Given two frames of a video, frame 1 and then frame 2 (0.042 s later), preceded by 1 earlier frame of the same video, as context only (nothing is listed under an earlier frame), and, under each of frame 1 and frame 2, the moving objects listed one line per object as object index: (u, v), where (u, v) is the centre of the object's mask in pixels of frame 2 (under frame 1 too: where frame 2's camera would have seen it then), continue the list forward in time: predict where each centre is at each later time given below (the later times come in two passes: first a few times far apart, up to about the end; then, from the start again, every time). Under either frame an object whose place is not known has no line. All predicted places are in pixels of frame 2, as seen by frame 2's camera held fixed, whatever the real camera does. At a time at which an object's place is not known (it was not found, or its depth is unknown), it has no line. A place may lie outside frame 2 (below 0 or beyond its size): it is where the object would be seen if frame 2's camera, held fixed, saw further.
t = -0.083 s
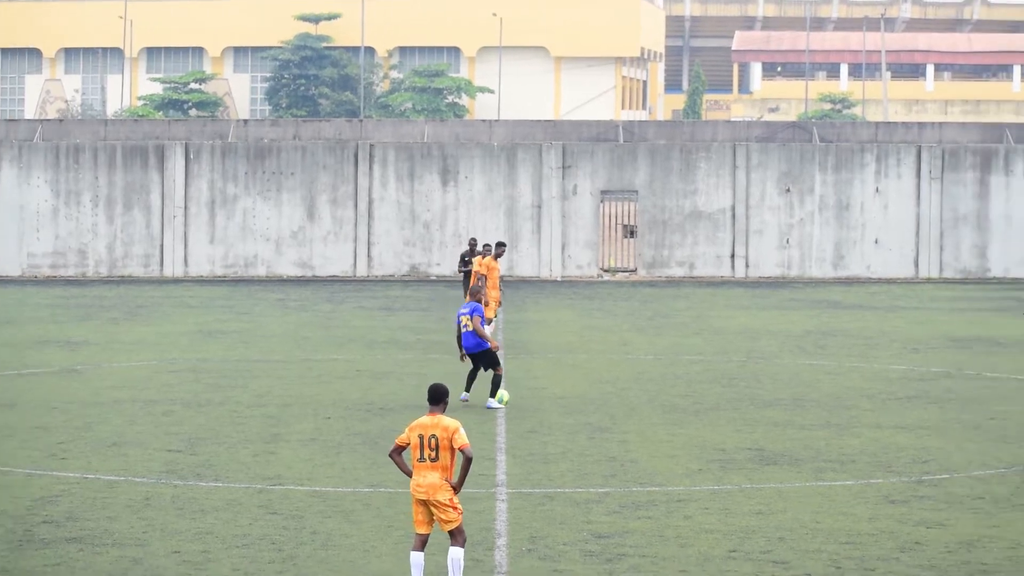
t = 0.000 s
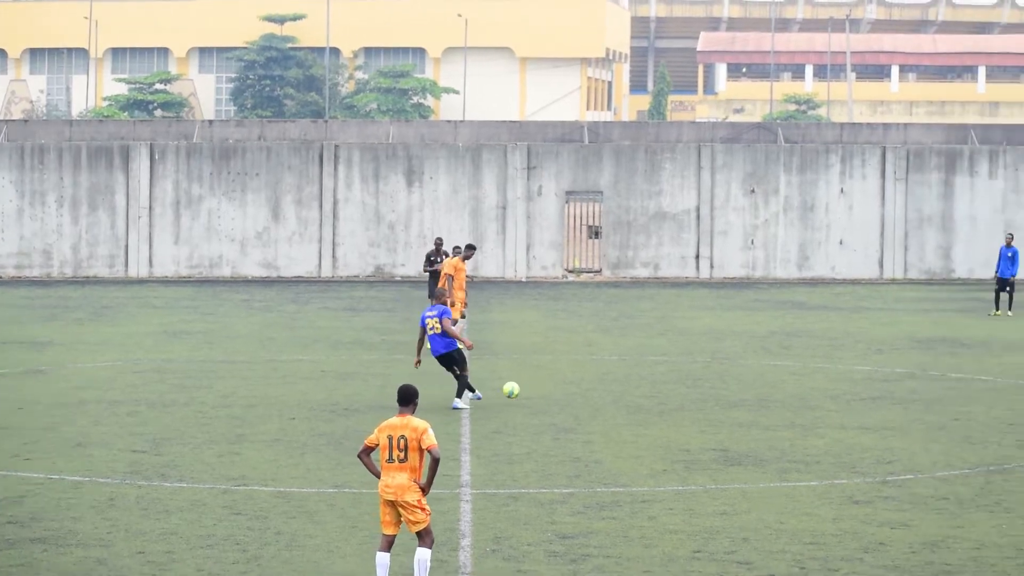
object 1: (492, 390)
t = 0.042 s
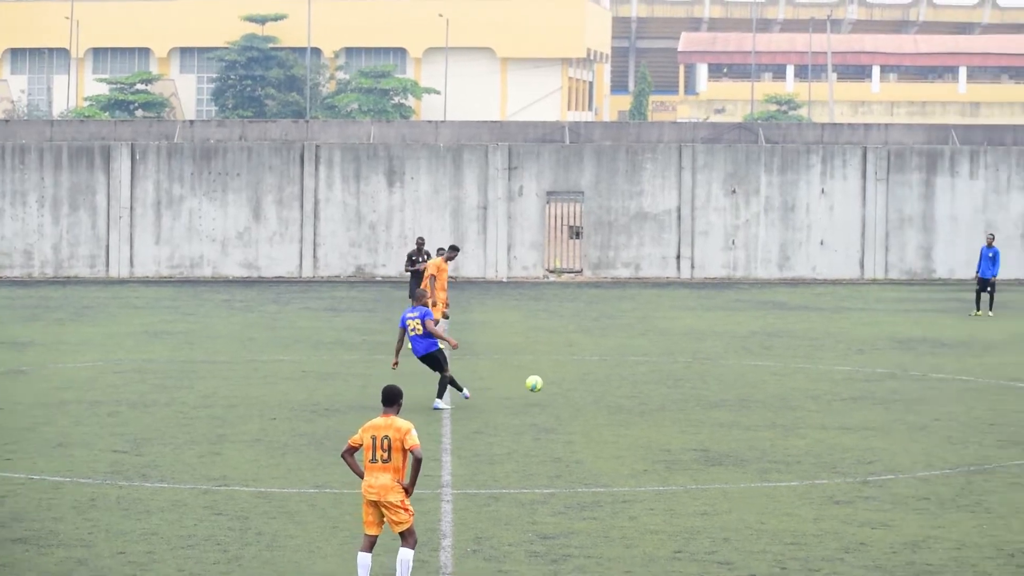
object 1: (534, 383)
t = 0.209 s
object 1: (697, 370)
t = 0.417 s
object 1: (890, 384)
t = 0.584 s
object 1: (1018, 371)
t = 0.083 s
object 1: (575, 378)
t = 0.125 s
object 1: (616, 374)
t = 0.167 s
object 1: (657, 372)
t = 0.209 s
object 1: (697, 370)
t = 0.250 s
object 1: (736, 371)
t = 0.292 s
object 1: (775, 372)
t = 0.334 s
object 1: (814, 375)
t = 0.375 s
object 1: (852, 378)
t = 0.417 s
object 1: (890, 384)
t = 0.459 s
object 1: (925, 387)
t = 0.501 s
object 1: (956, 380)
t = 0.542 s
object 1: (987, 375)
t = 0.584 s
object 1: (1018, 371)
